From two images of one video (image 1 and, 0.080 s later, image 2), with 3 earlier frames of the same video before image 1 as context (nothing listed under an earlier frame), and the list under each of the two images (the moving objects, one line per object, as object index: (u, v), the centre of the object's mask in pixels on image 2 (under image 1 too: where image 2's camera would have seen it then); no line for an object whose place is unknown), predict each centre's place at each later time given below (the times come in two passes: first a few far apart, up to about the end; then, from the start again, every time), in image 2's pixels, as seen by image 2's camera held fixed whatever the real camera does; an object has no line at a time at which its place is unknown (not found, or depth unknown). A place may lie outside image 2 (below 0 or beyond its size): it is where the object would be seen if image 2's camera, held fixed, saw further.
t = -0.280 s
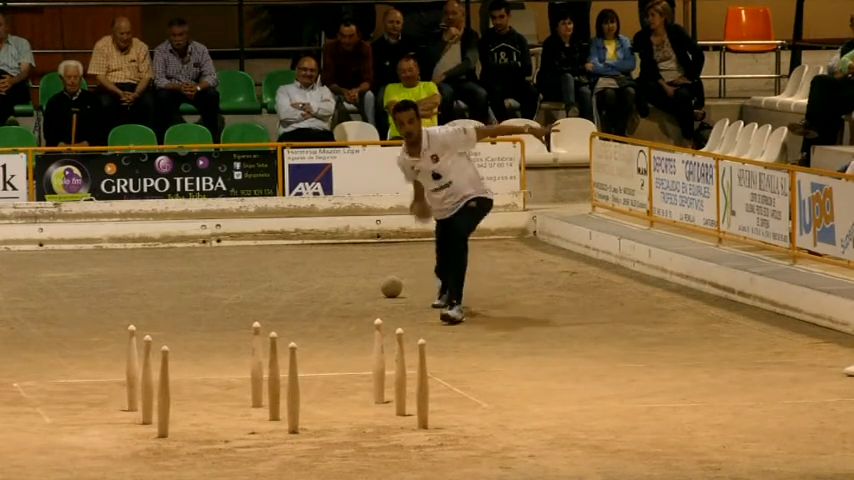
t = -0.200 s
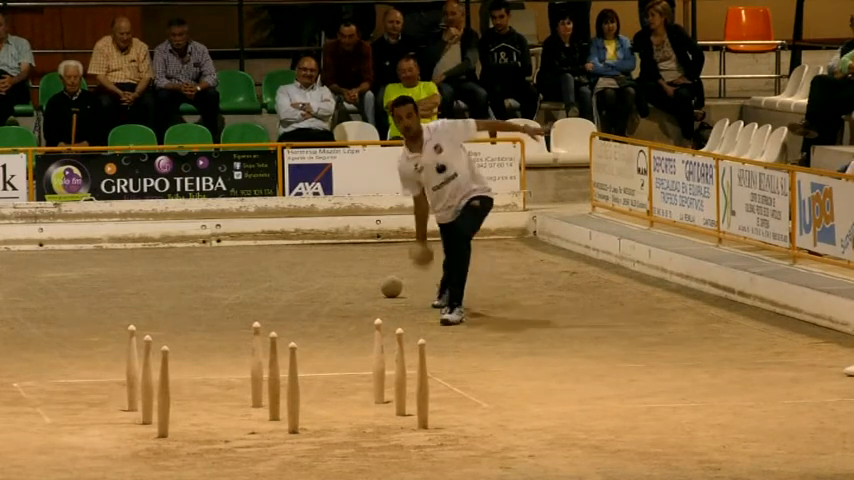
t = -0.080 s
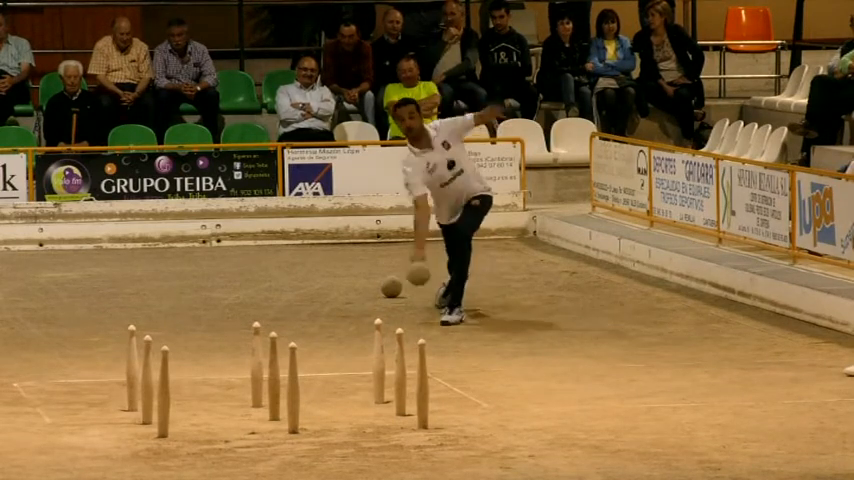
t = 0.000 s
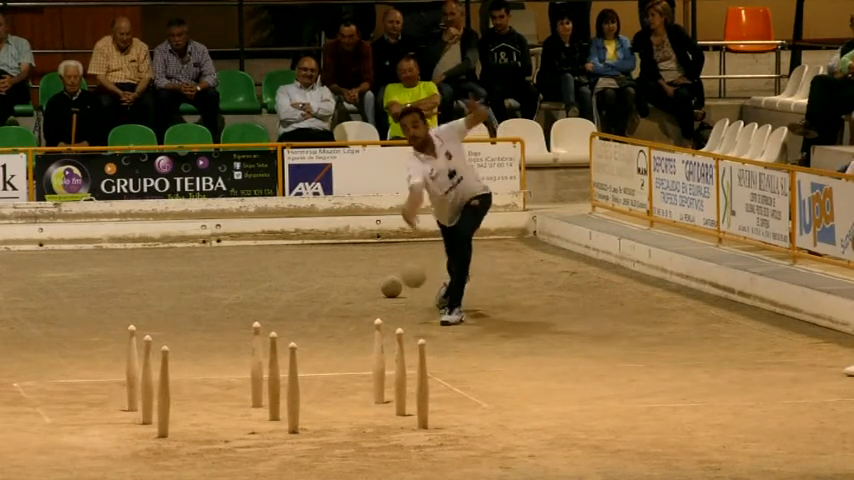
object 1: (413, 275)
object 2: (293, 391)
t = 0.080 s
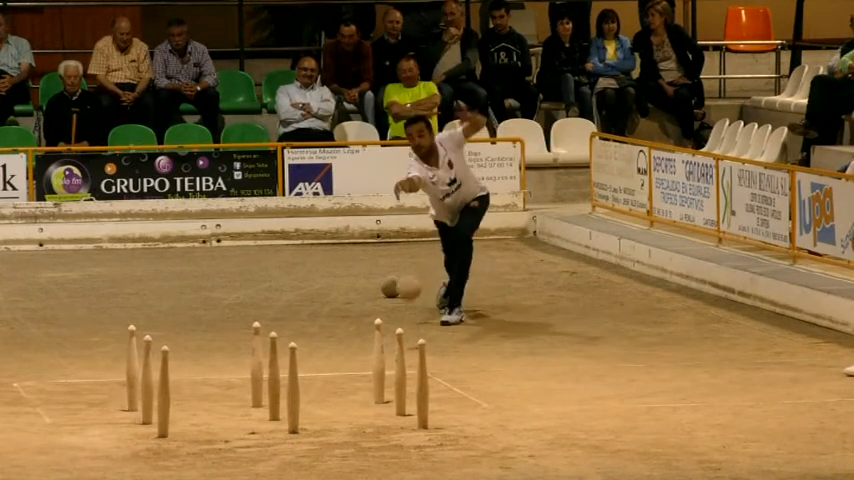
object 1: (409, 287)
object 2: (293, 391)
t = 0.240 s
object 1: (395, 351)
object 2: (293, 391)
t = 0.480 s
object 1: (387, 372)
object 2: (293, 391)
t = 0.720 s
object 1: (386, 386)
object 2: (299, 392)
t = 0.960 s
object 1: (368, 425)
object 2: (302, 394)
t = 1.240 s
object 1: (338, 438)
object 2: (308, 410)
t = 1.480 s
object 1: (311, 446)
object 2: (315, 426)
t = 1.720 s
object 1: (282, 452)
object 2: (315, 434)
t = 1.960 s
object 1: (256, 456)
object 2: (315, 434)
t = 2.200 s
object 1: (235, 458)
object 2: (315, 433)
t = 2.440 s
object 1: (219, 461)
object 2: (315, 434)
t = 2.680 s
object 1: (206, 463)
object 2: (315, 433)
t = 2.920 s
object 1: (198, 465)
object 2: (315, 433)
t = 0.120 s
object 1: (406, 298)
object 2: (293, 391)
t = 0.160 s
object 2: (293, 391)
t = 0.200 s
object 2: (293, 391)
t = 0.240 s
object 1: (395, 351)
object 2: (293, 391)
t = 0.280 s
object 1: (390, 374)
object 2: (293, 391)
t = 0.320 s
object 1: (389, 376)
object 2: (293, 391)
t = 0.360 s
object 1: (388, 376)
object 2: (293, 391)
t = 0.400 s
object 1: (385, 372)
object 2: (293, 391)
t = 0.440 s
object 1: (386, 371)
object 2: (293, 391)
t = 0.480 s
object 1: (387, 372)
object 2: (293, 391)
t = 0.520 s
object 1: (391, 368)
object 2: (293, 391)
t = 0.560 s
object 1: (390, 366)
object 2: (293, 391)
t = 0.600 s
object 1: (389, 366)
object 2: (295, 391)
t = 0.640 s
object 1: (387, 370)
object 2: (296, 392)
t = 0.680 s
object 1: (386, 379)
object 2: (298, 392)
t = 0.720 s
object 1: (386, 386)
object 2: (299, 392)
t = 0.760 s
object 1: (386, 400)
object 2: (299, 393)
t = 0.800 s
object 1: (383, 415)
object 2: (300, 393)
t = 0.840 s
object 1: (381, 415)
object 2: (300, 393)
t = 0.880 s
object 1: (378, 418)
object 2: (301, 393)
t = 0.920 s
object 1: (373, 422)
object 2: (301, 394)
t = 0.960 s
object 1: (368, 425)
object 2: (302, 394)
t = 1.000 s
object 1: (365, 425)
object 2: (302, 394)
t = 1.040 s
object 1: (361, 426)
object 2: (303, 395)
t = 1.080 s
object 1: (357, 428)
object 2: (304, 395)
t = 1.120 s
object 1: (352, 433)
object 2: (305, 397)
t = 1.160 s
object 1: (347, 436)
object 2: (306, 400)
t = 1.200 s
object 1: (342, 438)
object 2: (307, 403)
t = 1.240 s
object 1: (338, 438)
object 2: (308, 410)
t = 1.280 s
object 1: (334, 439)
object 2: (309, 417)
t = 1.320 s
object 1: (329, 441)
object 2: (307, 427)
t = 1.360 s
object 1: (324, 442)
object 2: (306, 426)
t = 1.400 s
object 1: (320, 444)
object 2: (308, 421)
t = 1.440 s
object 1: (315, 445)
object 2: (310, 421)
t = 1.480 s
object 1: (311, 446)
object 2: (315, 426)
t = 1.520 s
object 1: (306, 447)
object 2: (316, 431)
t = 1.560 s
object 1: (301, 448)
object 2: (318, 433)
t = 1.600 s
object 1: (297, 449)
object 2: (317, 434)
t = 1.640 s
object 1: (292, 451)
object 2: (315, 434)
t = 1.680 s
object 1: (287, 452)
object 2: (315, 434)
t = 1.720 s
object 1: (282, 452)
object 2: (315, 434)
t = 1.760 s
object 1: (277, 453)
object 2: (315, 434)
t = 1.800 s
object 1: (273, 454)
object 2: (315, 434)
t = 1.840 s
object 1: (268, 454)
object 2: (315, 434)
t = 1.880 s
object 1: (264, 455)
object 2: (315, 433)
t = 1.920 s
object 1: (259, 455)
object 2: (315, 433)
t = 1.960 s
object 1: (256, 456)
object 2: (315, 434)
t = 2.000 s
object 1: (251, 456)
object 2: (315, 434)
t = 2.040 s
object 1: (248, 457)
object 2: (315, 434)
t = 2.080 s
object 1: (244, 457)
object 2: (315, 434)
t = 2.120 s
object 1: (241, 457)
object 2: (315, 434)
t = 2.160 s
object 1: (238, 457)
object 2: (315, 433)
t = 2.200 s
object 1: (235, 458)
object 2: (315, 433)
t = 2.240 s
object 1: (232, 458)
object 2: (315, 433)
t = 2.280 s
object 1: (229, 459)
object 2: (315, 434)
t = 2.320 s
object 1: (227, 460)
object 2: (315, 434)
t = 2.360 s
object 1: (224, 460)
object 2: (315, 434)
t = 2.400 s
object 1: (222, 460)
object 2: (315, 433)
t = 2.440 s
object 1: (219, 461)
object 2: (315, 434)
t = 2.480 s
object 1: (216, 461)
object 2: (315, 434)
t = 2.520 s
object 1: (214, 461)
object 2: (315, 434)
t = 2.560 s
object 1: (211, 462)
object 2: (315, 434)
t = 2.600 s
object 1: (209, 462)
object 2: (315, 434)
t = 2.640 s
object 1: (207, 463)
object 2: (315, 434)
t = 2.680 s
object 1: (206, 463)
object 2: (315, 433)
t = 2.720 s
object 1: (204, 464)
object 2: (315, 433)
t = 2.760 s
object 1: (203, 464)
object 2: (315, 433)
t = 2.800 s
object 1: (202, 464)
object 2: (315, 433)
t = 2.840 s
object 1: (200, 464)
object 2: (315, 433)
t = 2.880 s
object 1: (199, 464)
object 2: (315, 433)
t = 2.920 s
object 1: (198, 465)
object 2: (315, 433)
